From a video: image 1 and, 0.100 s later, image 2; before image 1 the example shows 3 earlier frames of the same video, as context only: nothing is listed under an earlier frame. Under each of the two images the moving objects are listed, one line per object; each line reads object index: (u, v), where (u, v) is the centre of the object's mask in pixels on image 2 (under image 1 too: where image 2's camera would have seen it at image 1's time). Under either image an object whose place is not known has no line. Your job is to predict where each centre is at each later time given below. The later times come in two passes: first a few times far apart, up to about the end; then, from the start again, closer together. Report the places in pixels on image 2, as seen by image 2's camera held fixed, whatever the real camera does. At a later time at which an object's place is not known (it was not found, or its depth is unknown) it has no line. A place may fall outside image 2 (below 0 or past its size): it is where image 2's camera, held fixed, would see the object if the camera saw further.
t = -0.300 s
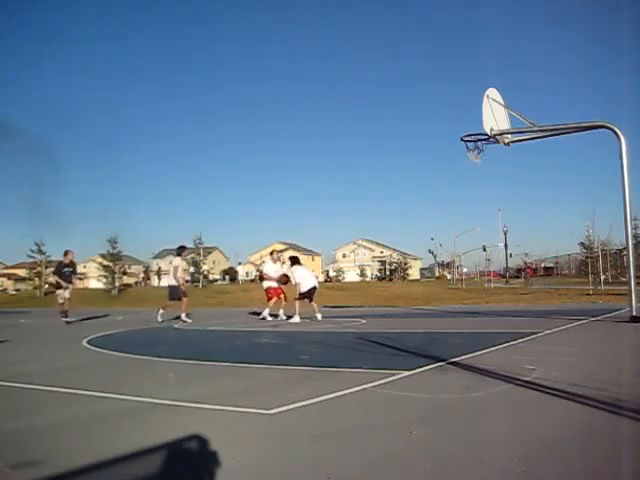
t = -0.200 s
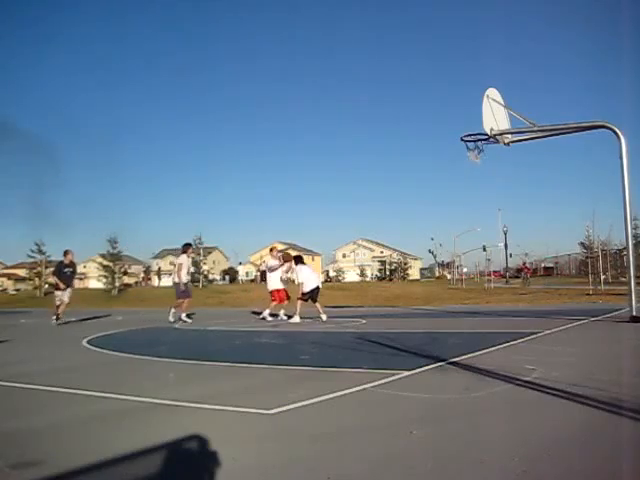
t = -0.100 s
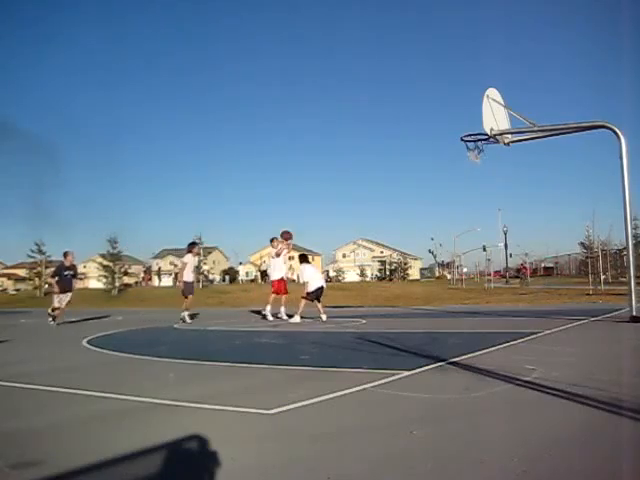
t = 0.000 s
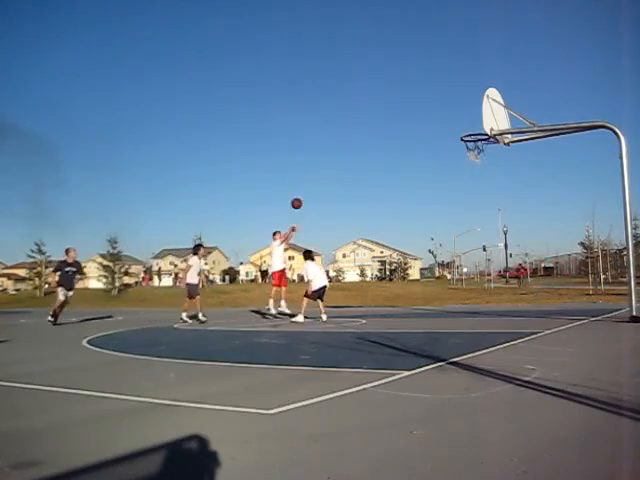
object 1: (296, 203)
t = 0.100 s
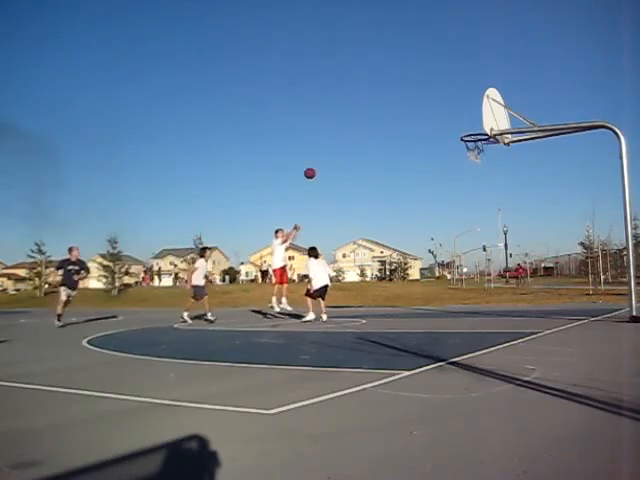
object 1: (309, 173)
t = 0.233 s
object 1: (328, 138)
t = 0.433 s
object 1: (358, 101)
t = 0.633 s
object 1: (392, 80)
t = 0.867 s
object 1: (436, 81)
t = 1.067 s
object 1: (478, 105)
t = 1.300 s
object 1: (456, 122)
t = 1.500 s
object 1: (411, 124)
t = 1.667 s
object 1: (376, 143)
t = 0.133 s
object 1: (314, 164)
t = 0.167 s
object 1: (318, 155)
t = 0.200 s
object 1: (323, 146)
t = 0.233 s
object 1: (328, 138)
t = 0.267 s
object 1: (332, 131)
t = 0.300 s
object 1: (337, 124)
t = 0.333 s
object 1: (342, 118)
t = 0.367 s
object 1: (347, 112)
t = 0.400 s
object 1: (352, 106)
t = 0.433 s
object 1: (358, 101)
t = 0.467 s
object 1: (363, 96)
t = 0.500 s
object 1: (368, 92)
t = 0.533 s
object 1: (374, 88)
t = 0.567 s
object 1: (380, 85)
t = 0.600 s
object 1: (386, 82)
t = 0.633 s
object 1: (392, 80)
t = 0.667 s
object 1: (398, 79)
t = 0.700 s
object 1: (403, 77)
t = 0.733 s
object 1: (410, 77)
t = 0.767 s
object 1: (416, 77)
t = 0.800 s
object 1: (423, 77)
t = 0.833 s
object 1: (429, 79)
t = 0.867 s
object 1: (436, 81)
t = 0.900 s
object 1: (443, 84)
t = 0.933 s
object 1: (450, 86)
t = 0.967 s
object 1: (457, 90)
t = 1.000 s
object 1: (465, 95)
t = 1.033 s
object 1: (472, 100)
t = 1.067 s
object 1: (478, 105)
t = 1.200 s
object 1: (479, 130)
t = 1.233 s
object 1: (472, 127)
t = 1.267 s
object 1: (464, 124)
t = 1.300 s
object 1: (456, 122)
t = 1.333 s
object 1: (449, 121)
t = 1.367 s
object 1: (441, 120)
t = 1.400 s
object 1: (433, 120)
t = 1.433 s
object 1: (426, 120)
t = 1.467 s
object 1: (418, 122)
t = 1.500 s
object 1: (411, 124)
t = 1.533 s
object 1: (404, 126)
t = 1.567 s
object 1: (397, 129)
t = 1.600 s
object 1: (390, 133)
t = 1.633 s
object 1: (383, 138)
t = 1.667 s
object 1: (376, 143)
